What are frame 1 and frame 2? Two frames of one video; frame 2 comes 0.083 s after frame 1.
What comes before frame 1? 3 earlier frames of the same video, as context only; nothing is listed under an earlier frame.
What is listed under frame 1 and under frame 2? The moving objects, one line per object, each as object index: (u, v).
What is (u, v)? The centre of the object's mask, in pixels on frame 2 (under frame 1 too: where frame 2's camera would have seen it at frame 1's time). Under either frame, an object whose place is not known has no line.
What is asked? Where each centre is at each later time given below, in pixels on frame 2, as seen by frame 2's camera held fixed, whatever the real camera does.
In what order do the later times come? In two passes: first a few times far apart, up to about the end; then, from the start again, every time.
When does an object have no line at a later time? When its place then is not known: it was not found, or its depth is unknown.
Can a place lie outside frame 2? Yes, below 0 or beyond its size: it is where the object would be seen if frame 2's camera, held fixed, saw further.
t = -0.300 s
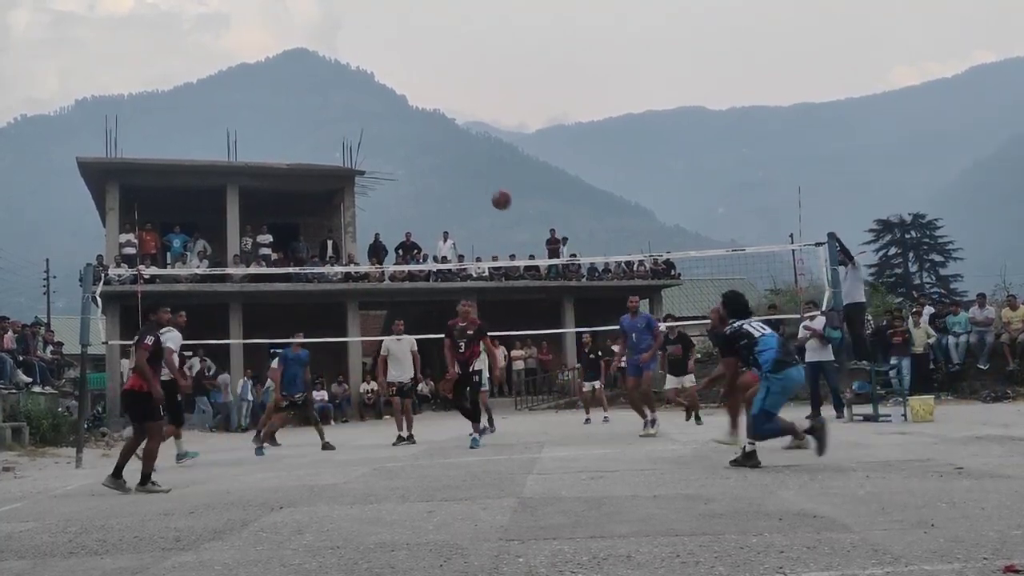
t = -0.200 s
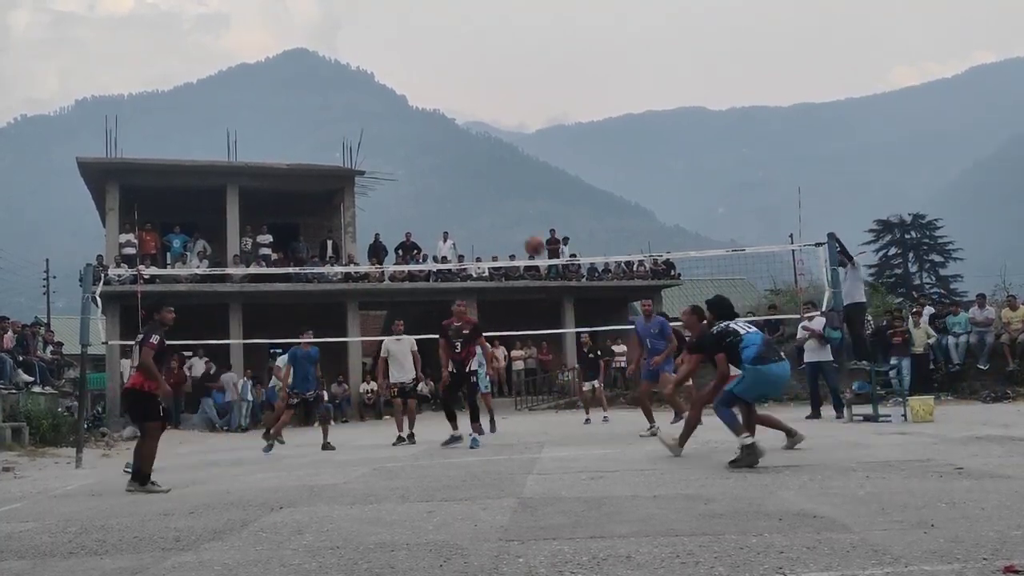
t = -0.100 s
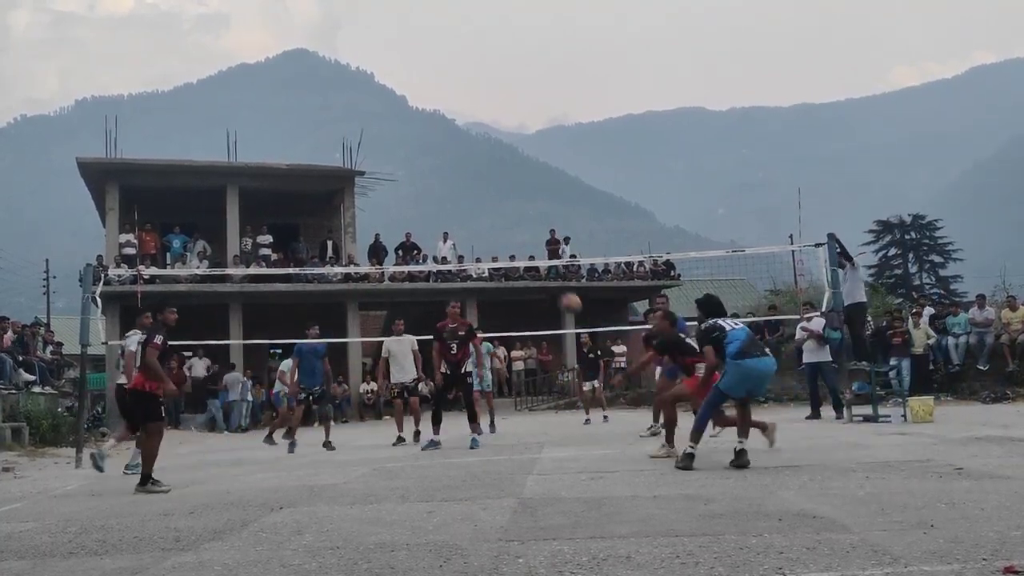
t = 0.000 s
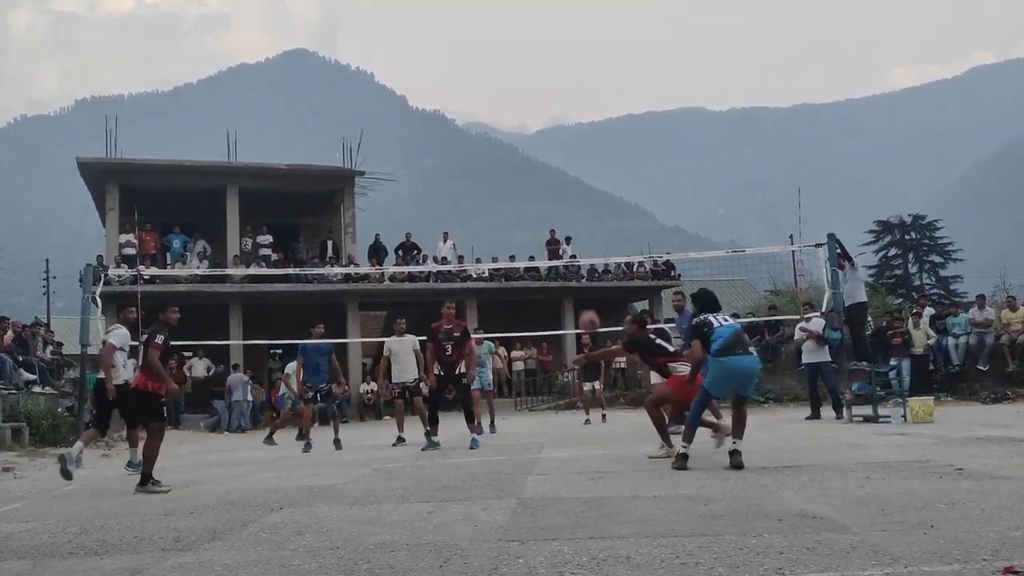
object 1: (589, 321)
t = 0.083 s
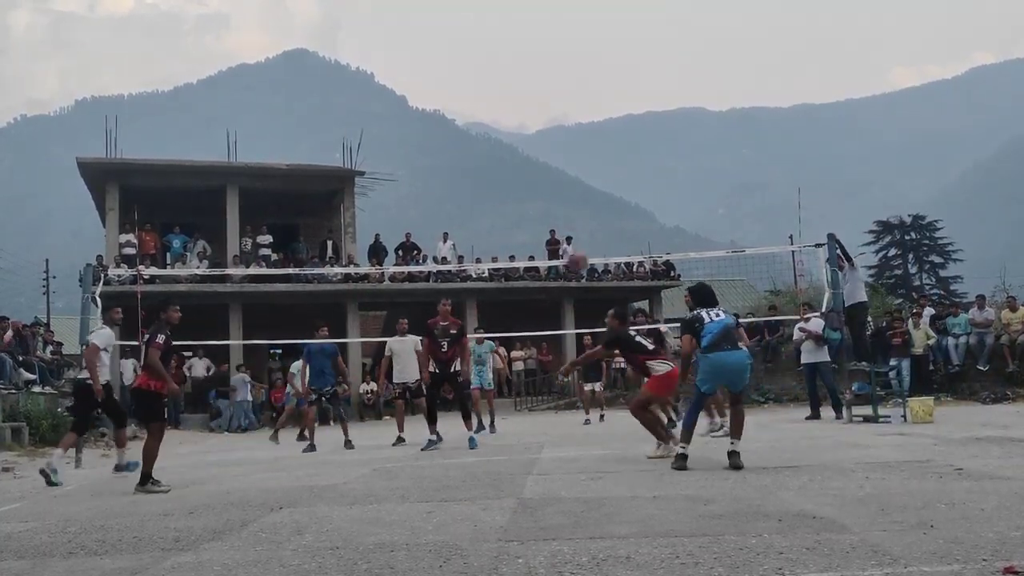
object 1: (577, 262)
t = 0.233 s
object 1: (560, 174)
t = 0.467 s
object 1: (540, 89)
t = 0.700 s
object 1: (526, 59)
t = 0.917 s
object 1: (516, 73)
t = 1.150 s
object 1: (508, 130)
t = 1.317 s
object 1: (504, 197)
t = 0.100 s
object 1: (574, 250)
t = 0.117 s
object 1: (573, 240)
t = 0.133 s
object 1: (571, 231)
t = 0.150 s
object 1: (569, 219)
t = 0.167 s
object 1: (567, 210)
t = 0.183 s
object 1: (565, 201)
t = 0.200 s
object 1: (564, 192)
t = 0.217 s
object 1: (562, 183)
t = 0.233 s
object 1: (560, 174)
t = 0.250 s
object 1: (558, 166)
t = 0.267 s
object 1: (556, 158)
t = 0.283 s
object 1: (555, 151)
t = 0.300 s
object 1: (554, 144)
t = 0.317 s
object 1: (552, 137)
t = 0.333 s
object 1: (550, 131)
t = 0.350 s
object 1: (549, 124)
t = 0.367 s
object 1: (548, 118)
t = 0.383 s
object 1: (546, 113)
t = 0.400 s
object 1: (545, 107)
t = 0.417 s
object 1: (544, 102)
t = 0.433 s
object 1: (542, 98)
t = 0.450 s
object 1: (541, 93)
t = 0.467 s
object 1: (540, 89)
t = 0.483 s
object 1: (538, 85)
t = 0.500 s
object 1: (538, 82)
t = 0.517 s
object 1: (536, 78)
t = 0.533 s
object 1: (535, 75)
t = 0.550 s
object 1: (534, 72)
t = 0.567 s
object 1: (533, 70)
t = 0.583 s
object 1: (532, 68)
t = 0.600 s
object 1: (531, 65)
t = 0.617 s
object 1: (530, 64)
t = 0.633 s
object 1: (529, 62)
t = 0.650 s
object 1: (528, 61)
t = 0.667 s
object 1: (527, 60)
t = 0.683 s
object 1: (526, 59)
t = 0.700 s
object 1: (526, 59)
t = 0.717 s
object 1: (525, 58)
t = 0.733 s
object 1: (524, 58)
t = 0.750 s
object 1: (523, 58)
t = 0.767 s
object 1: (522, 59)
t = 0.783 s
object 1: (522, 59)
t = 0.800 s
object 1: (521, 60)
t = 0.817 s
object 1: (520, 61)
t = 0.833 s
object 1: (519, 63)
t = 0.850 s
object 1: (519, 64)
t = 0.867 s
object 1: (518, 66)
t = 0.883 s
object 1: (517, 68)
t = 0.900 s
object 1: (517, 70)
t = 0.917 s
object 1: (516, 73)
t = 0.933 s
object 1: (515, 75)
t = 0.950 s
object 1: (515, 78)
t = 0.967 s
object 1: (514, 81)
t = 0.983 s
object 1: (514, 85)
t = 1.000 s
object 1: (513, 88)
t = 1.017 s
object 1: (512, 92)
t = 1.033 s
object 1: (512, 96)
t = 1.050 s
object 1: (511, 100)
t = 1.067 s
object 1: (511, 105)
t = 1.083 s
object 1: (510, 109)
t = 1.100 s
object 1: (510, 114)
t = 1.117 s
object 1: (509, 119)
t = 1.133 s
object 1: (509, 125)
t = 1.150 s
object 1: (508, 130)
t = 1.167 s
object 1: (508, 136)
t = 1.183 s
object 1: (507, 142)
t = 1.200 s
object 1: (507, 148)
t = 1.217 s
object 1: (507, 154)
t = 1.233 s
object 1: (506, 161)
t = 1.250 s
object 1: (506, 167)
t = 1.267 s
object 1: (505, 174)
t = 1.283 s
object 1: (505, 182)
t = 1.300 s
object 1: (505, 189)
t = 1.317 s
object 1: (504, 197)
